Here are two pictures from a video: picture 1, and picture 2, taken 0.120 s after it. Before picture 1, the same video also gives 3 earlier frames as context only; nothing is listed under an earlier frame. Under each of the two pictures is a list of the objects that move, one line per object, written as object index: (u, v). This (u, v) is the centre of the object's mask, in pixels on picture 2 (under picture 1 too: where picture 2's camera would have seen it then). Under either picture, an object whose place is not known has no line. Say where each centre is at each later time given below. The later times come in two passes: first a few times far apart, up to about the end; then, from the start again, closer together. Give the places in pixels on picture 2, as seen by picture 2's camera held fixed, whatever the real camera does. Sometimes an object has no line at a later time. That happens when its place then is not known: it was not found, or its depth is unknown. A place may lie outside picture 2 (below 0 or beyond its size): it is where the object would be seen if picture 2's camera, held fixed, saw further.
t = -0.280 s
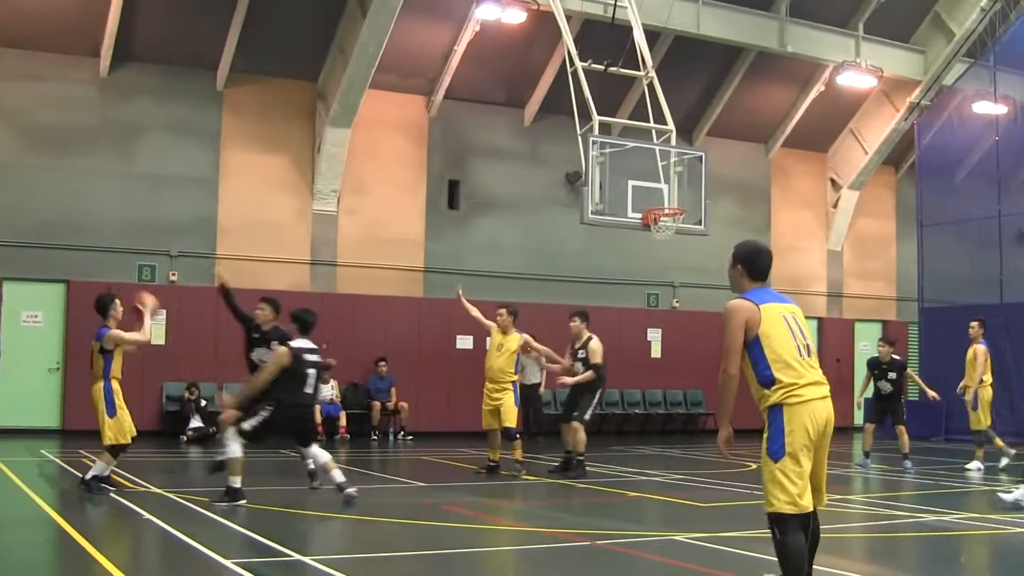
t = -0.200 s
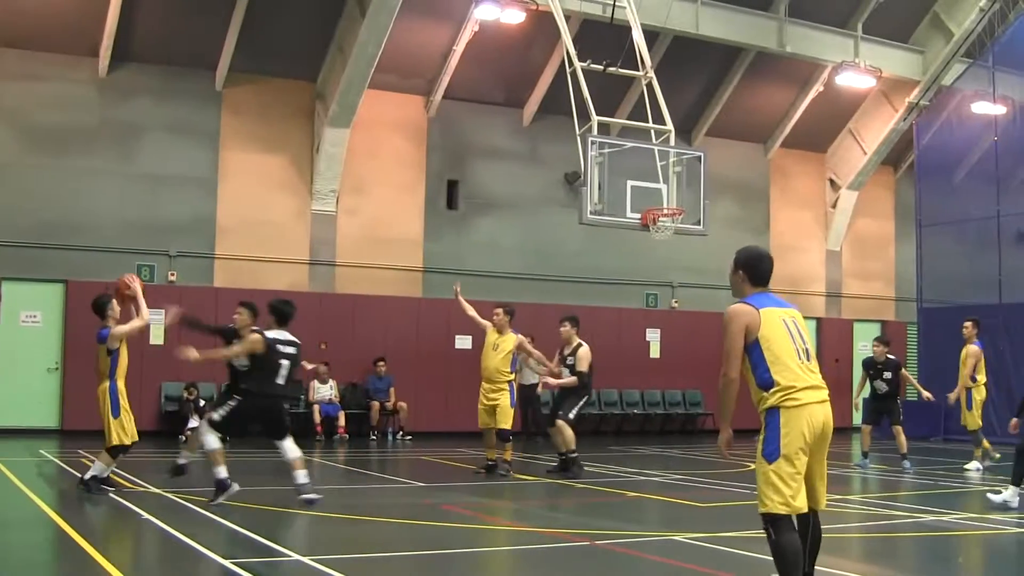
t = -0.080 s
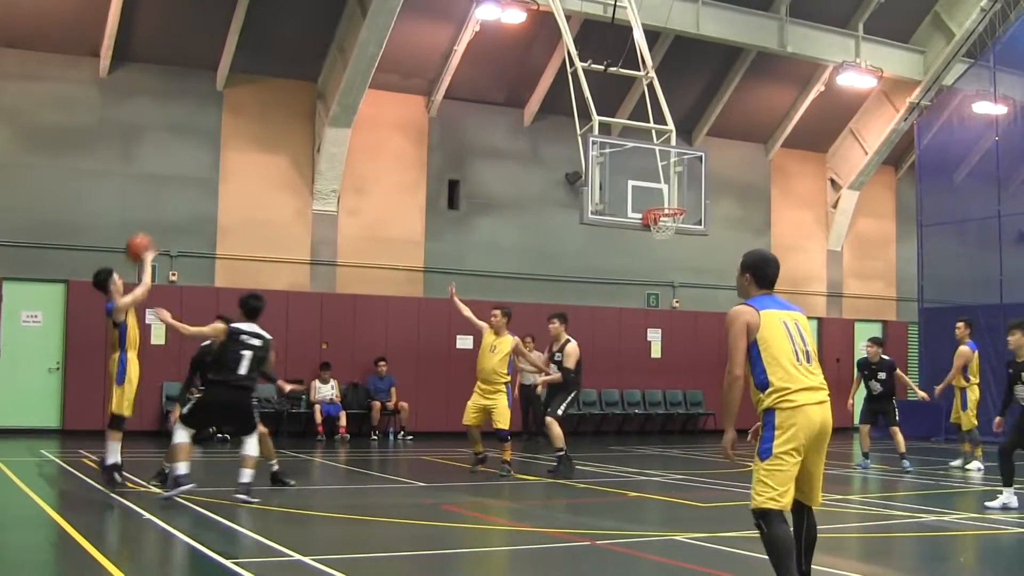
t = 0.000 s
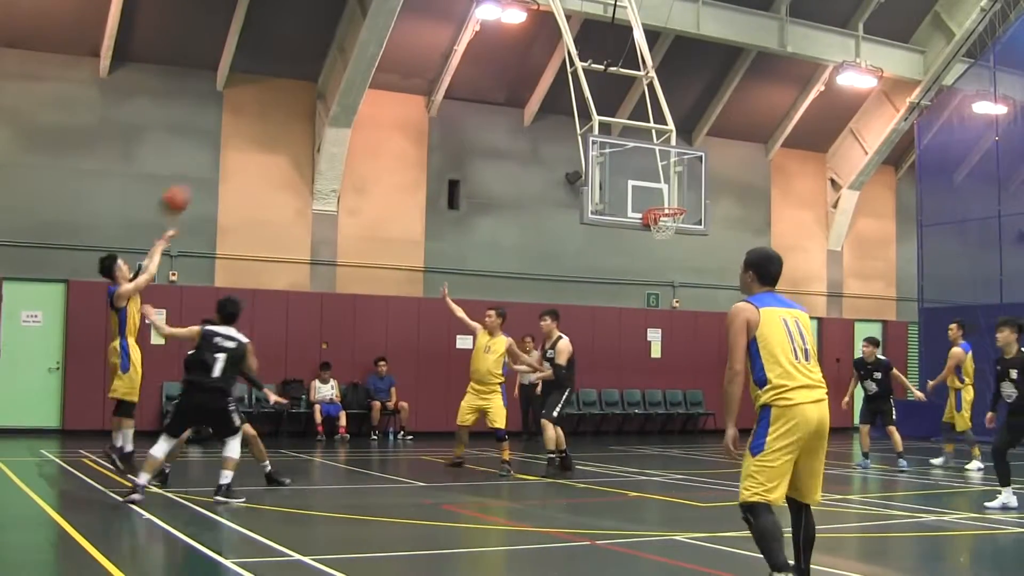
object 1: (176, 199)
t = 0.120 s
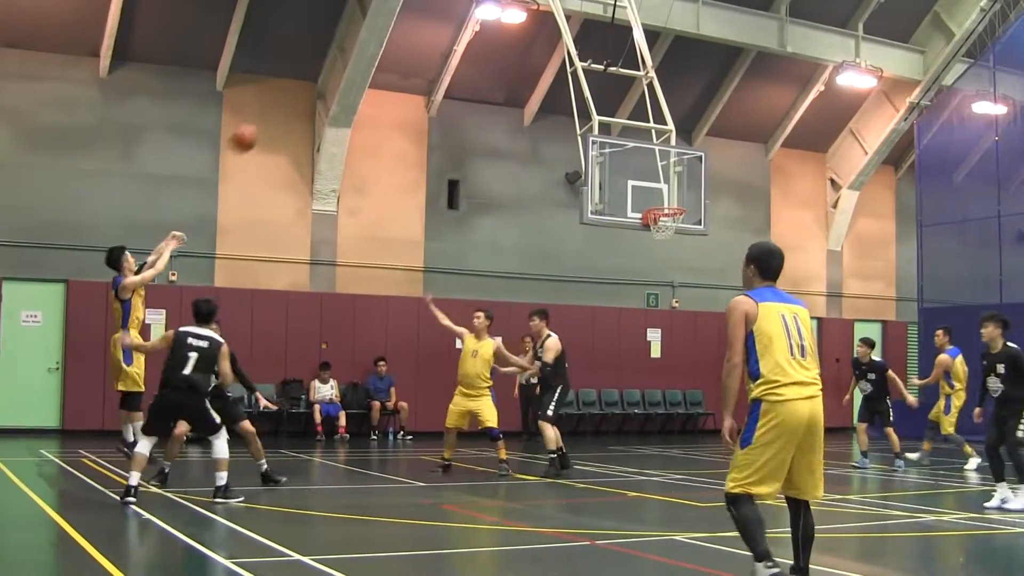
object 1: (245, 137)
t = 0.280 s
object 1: (326, 83)
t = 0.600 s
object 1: (467, 56)
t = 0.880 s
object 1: (563, 99)
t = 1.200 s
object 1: (661, 205)
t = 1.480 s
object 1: (663, 237)
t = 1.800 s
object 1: (627, 318)
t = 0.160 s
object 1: (266, 121)
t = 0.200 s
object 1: (288, 106)
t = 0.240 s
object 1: (308, 92)
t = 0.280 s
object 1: (326, 83)
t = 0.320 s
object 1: (346, 74)
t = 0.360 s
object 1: (364, 67)
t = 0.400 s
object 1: (382, 61)
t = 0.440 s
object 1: (399, 58)
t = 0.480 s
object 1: (418, 55)
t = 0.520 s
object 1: (434, 54)
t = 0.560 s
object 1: (450, 54)
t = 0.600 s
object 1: (467, 56)
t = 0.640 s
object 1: (481, 58)
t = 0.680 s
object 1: (495, 61)
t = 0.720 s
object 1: (511, 65)
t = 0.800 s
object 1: (537, 81)
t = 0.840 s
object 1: (552, 91)
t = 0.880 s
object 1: (563, 99)
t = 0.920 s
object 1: (577, 111)
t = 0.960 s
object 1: (589, 123)
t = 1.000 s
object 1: (604, 136)
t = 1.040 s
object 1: (615, 151)
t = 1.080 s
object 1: (627, 165)
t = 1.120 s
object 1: (639, 180)
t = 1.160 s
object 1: (650, 198)
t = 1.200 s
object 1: (661, 205)
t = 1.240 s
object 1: (667, 210)
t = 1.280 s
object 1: (678, 221)
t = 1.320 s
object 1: (678, 223)
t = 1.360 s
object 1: (677, 225)
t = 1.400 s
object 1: (673, 231)
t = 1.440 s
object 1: (668, 234)
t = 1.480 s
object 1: (663, 237)
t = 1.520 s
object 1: (659, 243)
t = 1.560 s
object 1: (655, 251)
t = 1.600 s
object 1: (650, 259)
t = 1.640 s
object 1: (645, 269)
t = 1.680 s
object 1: (641, 279)
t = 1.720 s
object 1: (636, 291)
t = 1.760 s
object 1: (632, 304)
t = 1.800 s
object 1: (627, 318)
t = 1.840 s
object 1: (622, 335)
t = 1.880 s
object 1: (617, 352)
